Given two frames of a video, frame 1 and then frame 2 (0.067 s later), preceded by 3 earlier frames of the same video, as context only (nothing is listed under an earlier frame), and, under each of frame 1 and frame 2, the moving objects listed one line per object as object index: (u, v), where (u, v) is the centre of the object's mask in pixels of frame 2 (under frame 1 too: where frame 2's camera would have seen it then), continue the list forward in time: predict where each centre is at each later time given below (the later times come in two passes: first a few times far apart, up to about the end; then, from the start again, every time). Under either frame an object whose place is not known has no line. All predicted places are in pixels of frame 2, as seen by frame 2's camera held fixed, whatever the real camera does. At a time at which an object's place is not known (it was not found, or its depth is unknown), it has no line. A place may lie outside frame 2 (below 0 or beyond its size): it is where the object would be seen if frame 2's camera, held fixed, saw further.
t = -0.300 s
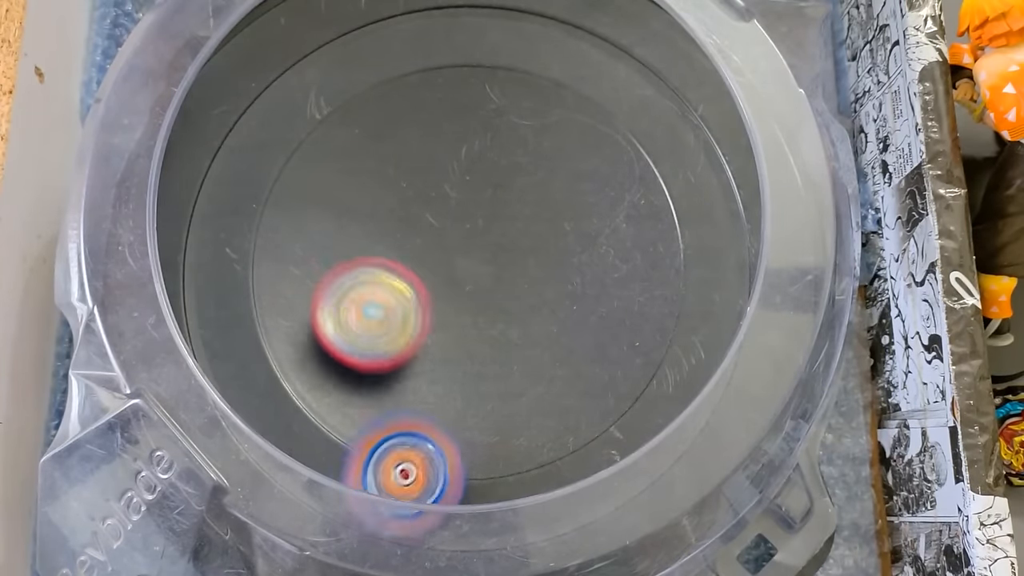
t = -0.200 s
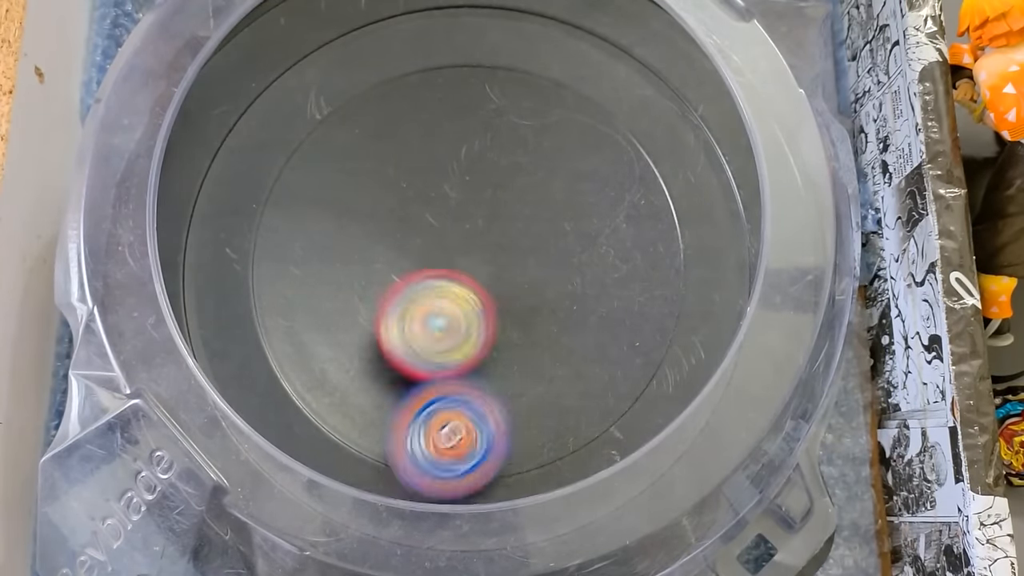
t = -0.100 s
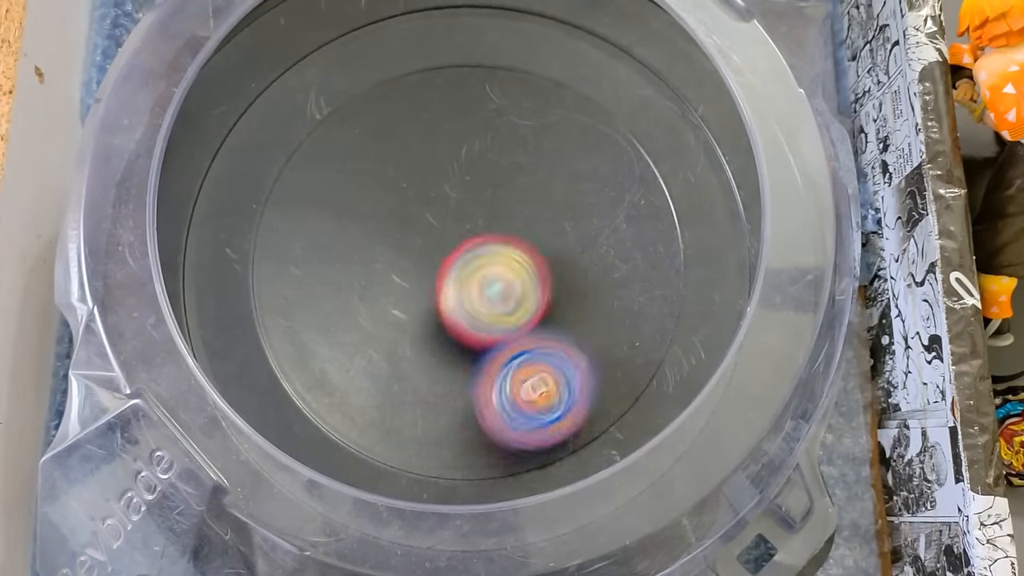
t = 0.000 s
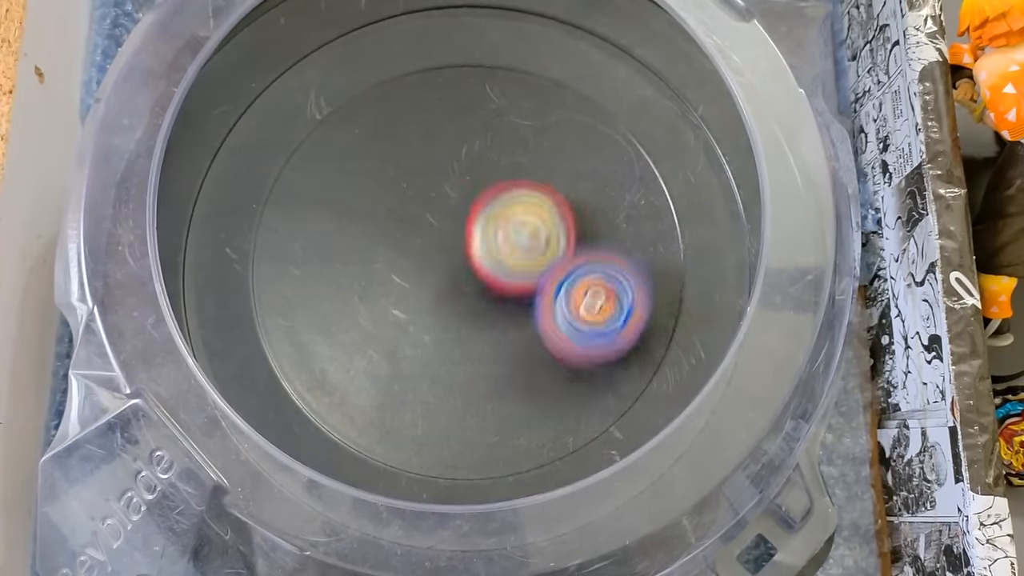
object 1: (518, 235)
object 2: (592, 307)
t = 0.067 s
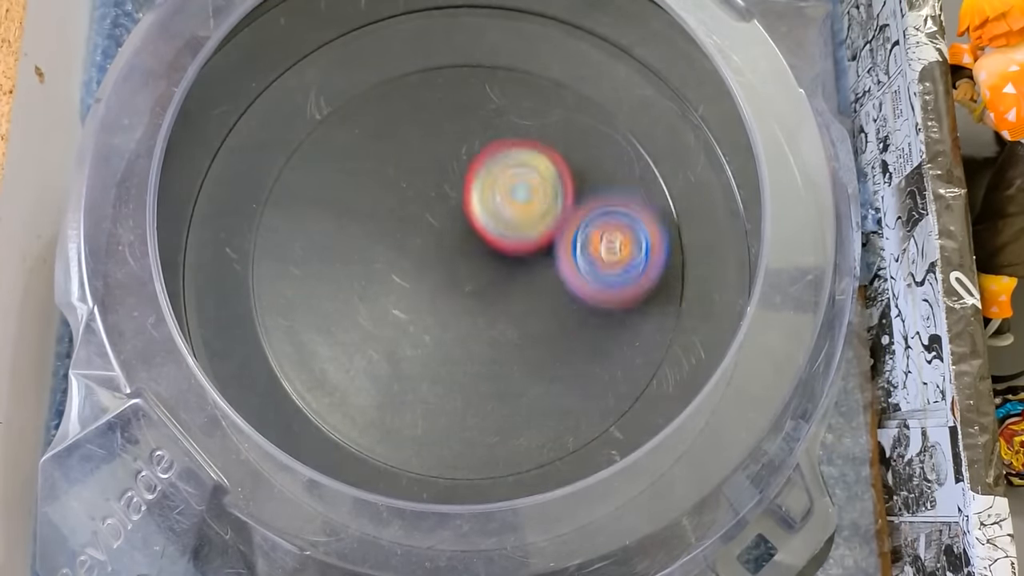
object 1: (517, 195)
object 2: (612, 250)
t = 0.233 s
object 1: (443, 107)
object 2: (601, 172)
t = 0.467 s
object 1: (343, 162)
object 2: (432, 237)
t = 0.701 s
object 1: (399, 282)
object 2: (495, 396)
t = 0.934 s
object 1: (519, 287)
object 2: (615, 343)
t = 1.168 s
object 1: (544, 188)
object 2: (630, 266)
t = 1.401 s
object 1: (465, 121)
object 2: (530, 353)
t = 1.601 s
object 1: (414, 202)
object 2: (472, 401)
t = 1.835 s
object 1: (443, 304)
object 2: (412, 402)
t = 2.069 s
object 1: (536, 301)
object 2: (347, 409)
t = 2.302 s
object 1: (528, 238)
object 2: (364, 310)
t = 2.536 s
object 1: (541, 253)
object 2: (294, 190)
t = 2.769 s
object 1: (512, 238)
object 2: (299, 78)
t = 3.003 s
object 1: (480, 305)
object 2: (396, 32)
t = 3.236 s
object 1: (513, 315)
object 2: (517, 30)
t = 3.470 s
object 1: (454, 269)
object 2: (644, 72)
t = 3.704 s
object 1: (397, 294)
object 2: (715, 180)
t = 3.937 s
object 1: (453, 281)
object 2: (725, 309)
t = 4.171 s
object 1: (451, 208)
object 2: (661, 432)
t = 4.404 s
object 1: (414, 218)
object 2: (538, 505)
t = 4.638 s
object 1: (481, 255)
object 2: (392, 502)
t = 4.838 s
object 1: (534, 228)
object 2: (283, 441)
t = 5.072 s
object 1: (493, 215)
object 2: (225, 319)
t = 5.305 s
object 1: (474, 287)
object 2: (237, 191)
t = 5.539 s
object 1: (520, 319)
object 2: (318, 90)
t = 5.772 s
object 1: (488, 266)
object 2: (438, 48)
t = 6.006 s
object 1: (416, 267)
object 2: (563, 64)
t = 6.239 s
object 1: (424, 305)
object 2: (658, 138)
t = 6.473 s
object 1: (471, 250)
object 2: (698, 251)
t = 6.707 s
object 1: (447, 192)
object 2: (661, 361)
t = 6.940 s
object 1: (438, 238)
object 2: (566, 435)
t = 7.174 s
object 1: (506, 265)
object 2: (478, 395)
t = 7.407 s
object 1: (535, 226)
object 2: (433, 281)
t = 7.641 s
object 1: (585, 191)
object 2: (286, 191)
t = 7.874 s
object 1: (538, 204)
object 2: (367, 202)
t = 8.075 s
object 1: (543, 321)
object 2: (375, 192)
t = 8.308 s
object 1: (521, 385)
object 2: (404, 269)
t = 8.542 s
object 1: (489, 381)
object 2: (409, 277)
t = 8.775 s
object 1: (429, 385)
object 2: (442, 229)
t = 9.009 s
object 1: (442, 320)
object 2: (504, 211)
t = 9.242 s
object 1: (422, 271)
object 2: (526, 217)
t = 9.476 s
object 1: (445, 285)
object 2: (537, 255)
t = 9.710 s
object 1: (446, 285)
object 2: (526, 241)
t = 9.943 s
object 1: (437, 273)
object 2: (525, 228)
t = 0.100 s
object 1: (510, 176)
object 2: (610, 221)
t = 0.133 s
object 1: (492, 149)
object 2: (617, 211)
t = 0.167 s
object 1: (474, 127)
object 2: (618, 200)
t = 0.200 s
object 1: (459, 115)
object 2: (612, 186)
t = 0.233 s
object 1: (443, 107)
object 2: (601, 172)
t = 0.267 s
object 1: (426, 101)
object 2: (585, 161)
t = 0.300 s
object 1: (409, 99)
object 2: (565, 156)
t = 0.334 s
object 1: (393, 101)
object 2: (542, 155)
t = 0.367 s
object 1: (378, 106)
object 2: (517, 160)
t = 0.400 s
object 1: (366, 116)
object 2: (493, 171)
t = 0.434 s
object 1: (350, 148)
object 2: (446, 210)
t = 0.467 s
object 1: (343, 162)
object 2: (432, 237)
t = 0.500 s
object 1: (341, 179)
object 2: (423, 266)
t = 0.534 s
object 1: (343, 199)
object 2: (420, 294)
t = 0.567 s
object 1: (350, 218)
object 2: (424, 322)
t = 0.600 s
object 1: (358, 235)
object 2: (435, 345)
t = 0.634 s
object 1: (369, 253)
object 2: (450, 366)
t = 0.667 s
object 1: (384, 269)
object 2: (474, 386)
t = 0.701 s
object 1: (399, 282)
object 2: (495, 396)
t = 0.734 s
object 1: (417, 293)
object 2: (517, 402)
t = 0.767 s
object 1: (435, 300)
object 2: (541, 403)
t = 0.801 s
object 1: (454, 305)
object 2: (562, 401)
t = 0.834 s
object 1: (474, 307)
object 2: (582, 391)
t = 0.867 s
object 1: (493, 306)
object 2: (596, 375)
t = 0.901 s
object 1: (510, 302)
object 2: (605, 354)
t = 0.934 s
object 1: (519, 287)
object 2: (615, 343)
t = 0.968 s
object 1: (522, 265)
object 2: (630, 341)
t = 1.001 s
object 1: (524, 246)
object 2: (642, 335)
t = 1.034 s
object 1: (527, 230)
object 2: (650, 325)
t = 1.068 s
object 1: (532, 219)
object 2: (652, 312)
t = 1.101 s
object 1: (537, 209)
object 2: (650, 296)
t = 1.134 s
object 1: (542, 198)
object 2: (643, 281)
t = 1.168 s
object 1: (544, 188)
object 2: (630, 266)
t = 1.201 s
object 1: (542, 176)
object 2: (613, 256)
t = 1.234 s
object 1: (533, 149)
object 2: (597, 278)
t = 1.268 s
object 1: (521, 128)
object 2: (584, 301)
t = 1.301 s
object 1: (508, 118)
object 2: (569, 318)
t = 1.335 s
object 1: (494, 115)
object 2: (554, 332)
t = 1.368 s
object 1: (479, 116)
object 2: (541, 342)
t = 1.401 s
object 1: (465, 121)
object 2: (530, 353)
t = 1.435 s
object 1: (452, 130)
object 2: (520, 363)
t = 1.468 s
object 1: (441, 142)
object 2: (511, 373)
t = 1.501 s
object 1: (431, 156)
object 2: (501, 381)
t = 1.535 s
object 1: (423, 171)
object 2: (490, 389)
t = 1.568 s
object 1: (418, 186)
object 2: (481, 396)
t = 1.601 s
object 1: (414, 202)
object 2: (472, 401)
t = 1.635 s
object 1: (412, 219)
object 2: (463, 407)
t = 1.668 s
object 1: (413, 235)
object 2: (454, 410)
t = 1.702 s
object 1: (415, 251)
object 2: (445, 411)
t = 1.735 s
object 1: (419, 266)
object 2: (437, 411)
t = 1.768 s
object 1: (426, 282)
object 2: (428, 409)
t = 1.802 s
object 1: (433, 293)
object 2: (420, 406)
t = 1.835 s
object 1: (443, 304)
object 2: (412, 402)
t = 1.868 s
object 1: (458, 305)
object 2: (397, 406)
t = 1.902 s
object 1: (474, 302)
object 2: (382, 410)
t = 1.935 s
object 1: (488, 301)
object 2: (372, 414)
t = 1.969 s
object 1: (500, 301)
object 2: (362, 418)
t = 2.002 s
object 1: (512, 303)
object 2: (354, 417)
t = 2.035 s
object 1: (524, 303)
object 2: (349, 416)
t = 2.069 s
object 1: (536, 301)
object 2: (347, 409)
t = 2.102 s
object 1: (546, 295)
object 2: (346, 398)
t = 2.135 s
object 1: (554, 287)
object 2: (346, 388)
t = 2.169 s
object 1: (558, 276)
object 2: (346, 375)
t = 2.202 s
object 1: (557, 265)
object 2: (349, 360)
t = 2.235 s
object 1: (551, 254)
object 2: (353, 343)
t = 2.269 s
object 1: (541, 244)
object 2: (358, 327)
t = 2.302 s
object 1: (528, 238)
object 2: (364, 310)
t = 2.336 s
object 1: (513, 235)
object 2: (369, 293)
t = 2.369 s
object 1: (498, 236)
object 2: (376, 277)
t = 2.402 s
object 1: (489, 240)
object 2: (377, 261)
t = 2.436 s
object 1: (508, 247)
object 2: (343, 239)
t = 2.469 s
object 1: (525, 253)
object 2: (321, 220)
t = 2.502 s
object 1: (534, 255)
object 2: (307, 204)
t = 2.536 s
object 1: (541, 253)
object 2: (294, 190)
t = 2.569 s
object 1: (546, 249)
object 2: (287, 174)
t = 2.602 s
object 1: (550, 243)
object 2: (282, 162)
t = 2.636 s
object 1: (549, 238)
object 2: (280, 151)
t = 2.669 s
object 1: (544, 234)
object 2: (282, 136)
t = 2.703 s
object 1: (535, 232)
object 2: (286, 117)
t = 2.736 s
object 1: (523, 234)
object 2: (292, 97)
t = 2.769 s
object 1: (512, 238)
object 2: (299, 78)
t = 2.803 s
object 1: (503, 246)
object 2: (309, 58)
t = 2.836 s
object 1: (494, 255)
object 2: (320, 46)
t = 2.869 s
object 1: (489, 265)
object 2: (333, 40)
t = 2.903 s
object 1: (485, 276)
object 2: (350, 40)
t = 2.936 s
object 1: (482, 286)
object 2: (364, 39)
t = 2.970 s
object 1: (480, 296)
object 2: (379, 36)
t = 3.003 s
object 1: (480, 305)
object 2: (396, 32)
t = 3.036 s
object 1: (483, 314)
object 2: (414, 28)
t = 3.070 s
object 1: (487, 322)
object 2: (435, 26)
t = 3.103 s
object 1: (493, 328)
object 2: (454, 26)
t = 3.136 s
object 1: (501, 330)
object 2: (470, 25)
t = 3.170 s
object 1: (507, 329)
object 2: (485, 28)
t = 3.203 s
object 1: (512, 323)
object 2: (500, 29)
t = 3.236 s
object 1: (513, 315)
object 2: (517, 30)
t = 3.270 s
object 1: (511, 304)
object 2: (537, 32)
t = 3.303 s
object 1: (505, 295)
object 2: (556, 36)
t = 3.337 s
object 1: (498, 287)
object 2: (574, 39)
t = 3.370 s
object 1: (488, 280)
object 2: (593, 45)
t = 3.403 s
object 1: (478, 276)
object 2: (612, 51)
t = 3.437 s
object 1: (466, 271)
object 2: (628, 59)
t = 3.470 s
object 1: (454, 269)
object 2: (644, 72)
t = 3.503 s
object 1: (443, 268)
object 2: (659, 86)
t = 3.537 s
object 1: (431, 268)
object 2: (673, 100)
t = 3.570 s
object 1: (421, 271)
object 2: (685, 115)
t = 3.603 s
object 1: (412, 275)
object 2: (695, 131)
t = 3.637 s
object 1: (404, 280)
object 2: (703, 146)
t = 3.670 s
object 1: (399, 287)
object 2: (709, 163)
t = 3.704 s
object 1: (397, 294)
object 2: (715, 180)
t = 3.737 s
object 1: (400, 301)
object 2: (719, 198)
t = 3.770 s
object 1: (406, 306)
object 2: (722, 216)
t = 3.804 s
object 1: (417, 308)
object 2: (723, 234)
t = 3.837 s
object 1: (429, 305)
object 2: (722, 253)
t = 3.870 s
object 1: (440, 299)
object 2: (720, 271)
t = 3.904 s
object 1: (447, 291)
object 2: (724, 287)
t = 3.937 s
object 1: (453, 281)
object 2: (725, 309)
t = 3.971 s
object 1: (458, 271)
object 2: (721, 328)
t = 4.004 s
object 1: (461, 260)
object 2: (716, 345)
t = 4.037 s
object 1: (462, 248)
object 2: (707, 365)
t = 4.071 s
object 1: (462, 238)
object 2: (698, 384)
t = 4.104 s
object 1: (460, 227)
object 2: (687, 399)
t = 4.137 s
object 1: (456, 216)
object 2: (675, 417)
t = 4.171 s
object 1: (451, 208)
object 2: (661, 432)
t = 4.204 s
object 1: (444, 201)
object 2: (647, 447)
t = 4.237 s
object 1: (436, 195)
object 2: (632, 460)
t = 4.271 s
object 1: (428, 194)
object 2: (614, 472)
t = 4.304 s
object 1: (420, 195)
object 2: (597, 483)
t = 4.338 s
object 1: (415, 199)
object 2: (580, 491)
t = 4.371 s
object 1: (413, 207)
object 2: (559, 498)
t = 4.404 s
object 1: (414, 218)
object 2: (538, 505)
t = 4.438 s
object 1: (419, 228)
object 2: (517, 509)
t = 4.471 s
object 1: (427, 236)
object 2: (495, 512)
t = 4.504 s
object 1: (437, 243)
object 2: (473, 514)
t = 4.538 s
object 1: (448, 248)
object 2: (453, 514)
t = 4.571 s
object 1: (458, 253)
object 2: (431, 513)
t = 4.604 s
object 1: (469, 255)
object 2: (412, 508)
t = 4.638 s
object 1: (481, 255)
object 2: (392, 502)
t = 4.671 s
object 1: (492, 253)
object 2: (370, 496)
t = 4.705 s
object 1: (503, 251)
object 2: (352, 487)
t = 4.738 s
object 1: (512, 247)
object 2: (332, 479)
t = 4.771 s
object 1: (521, 243)
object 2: (314, 467)
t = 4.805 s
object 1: (529, 236)
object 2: (299, 454)
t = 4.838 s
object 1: (534, 228)
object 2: (283, 441)
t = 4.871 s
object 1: (536, 219)
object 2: (270, 425)
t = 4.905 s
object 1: (535, 211)
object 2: (260, 408)
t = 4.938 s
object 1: (530, 205)
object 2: (250, 391)
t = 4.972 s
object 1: (523, 203)
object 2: (241, 375)
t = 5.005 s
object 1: (512, 205)
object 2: (233, 357)
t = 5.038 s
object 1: (503, 208)
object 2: (232, 336)
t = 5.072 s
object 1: (493, 215)
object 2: (225, 319)
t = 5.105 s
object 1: (485, 225)
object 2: (222, 299)
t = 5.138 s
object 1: (480, 235)
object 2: (218, 281)
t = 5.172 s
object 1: (477, 245)
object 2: (218, 262)
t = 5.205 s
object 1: (475, 255)
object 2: (220, 242)
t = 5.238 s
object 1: (473, 266)
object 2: (224, 225)
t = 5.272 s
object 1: (473, 277)
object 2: (229, 207)
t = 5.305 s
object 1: (474, 287)
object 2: (237, 191)
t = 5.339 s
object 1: (478, 297)
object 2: (245, 172)
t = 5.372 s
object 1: (482, 306)
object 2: (253, 157)
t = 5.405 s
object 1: (487, 312)
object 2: (265, 141)
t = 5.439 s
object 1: (494, 319)
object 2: (278, 127)
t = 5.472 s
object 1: (503, 322)
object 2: (289, 114)
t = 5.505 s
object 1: (512, 323)
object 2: (303, 102)
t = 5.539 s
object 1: (520, 319)
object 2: (318, 90)
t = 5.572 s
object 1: (524, 311)
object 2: (333, 80)
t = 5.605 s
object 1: (524, 302)
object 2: (350, 71)
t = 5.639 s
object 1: (522, 292)
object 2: (366, 64)
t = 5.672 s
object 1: (517, 284)
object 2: (385, 58)
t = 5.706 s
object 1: (508, 276)
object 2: (403, 53)
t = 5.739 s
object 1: (498, 269)
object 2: (420, 50)
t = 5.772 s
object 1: (488, 266)
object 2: (438, 48)
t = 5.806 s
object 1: (477, 263)
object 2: (456, 47)
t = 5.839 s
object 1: (467, 260)
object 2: (475, 48)
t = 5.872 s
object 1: (456, 258)
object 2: (493, 49)
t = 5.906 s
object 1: (444, 258)
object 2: (511, 50)
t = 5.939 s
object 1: (434, 261)
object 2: (527, 53)
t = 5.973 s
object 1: (424, 263)
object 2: (545, 56)
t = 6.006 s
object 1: (416, 267)
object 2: (563, 64)
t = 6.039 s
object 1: (408, 272)
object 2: (580, 71)
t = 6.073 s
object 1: (401, 279)
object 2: (594, 80)
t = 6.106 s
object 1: (398, 287)
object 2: (609, 90)
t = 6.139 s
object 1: (400, 295)
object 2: (622, 101)
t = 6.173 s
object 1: (405, 301)
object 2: (636, 113)
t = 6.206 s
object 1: (413, 304)
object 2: (649, 126)
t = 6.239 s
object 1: (424, 305)
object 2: (658, 138)
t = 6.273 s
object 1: (435, 302)
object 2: (668, 152)
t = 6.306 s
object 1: (445, 296)
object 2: (677, 167)
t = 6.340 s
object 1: (453, 288)
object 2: (684, 185)
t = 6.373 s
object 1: (459, 280)
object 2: (690, 199)
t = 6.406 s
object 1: (464, 271)
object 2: (694, 216)
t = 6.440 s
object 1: (468, 261)
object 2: (698, 232)
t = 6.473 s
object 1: (471, 250)
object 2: (698, 251)
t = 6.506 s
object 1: (471, 240)
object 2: (699, 268)
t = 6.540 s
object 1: (471, 229)
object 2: (697, 283)
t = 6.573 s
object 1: (469, 220)
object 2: (692, 301)
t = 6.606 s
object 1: (467, 211)
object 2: (687, 316)
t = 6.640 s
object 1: (461, 202)
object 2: (679, 334)
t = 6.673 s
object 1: (455, 195)
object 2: (672, 346)
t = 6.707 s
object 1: (447, 192)
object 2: (661, 361)
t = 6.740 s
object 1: (439, 191)
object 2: (651, 376)
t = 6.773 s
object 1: (432, 193)
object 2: (640, 387)
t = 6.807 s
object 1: (427, 200)
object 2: (626, 399)
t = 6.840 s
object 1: (424, 210)
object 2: (613, 410)
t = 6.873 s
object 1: (427, 220)
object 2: (599, 421)
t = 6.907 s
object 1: (431, 230)
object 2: (586, 432)
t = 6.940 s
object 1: (438, 238)
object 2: (566, 435)
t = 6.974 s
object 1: (445, 246)
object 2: (550, 441)
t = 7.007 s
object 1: (454, 254)
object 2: (537, 441)
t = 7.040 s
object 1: (465, 258)
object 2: (524, 439)
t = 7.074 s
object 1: (474, 260)
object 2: (514, 430)
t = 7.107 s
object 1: (484, 263)
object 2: (503, 419)
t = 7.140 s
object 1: (495, 265)
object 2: (489, 408)
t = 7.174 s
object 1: (506, 265)
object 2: (478, 395)
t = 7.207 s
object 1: (515, 263)
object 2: (470, 382)
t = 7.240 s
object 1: (524, 259)
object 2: (460, 364)
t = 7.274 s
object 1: (532, 256)
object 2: (451, 350)
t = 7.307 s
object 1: (538, 249)
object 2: (445, 334)
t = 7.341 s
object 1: (541, 240)
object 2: (440, 314)
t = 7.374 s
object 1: (540, 233)
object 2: (436, 297)
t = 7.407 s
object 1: (535, 226)
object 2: (433, 281)
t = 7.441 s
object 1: (530, 223)
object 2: (429, 264)
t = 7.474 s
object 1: (549, 216)
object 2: (393, 246)
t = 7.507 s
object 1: (564, 210)
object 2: (354, 225)
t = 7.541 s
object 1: (572, 206)
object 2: (320, 212)
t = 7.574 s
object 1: (578, 200)
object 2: (305, 199)
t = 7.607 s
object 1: (582, 195)
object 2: (290, 190)
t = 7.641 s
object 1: (585, 191)
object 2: (286, 191)
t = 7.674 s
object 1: (585, 187)
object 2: (291, 193)
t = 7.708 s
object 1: (581, 185)
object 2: (296, 193)
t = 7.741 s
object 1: (575, 186)
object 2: (306, 194)
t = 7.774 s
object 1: (567, 189)
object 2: (316, 193)
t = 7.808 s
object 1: (557, 194)
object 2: (333, 194)
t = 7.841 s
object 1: (548, 199)
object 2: (350, 196)
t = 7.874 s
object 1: (538, 204)
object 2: (367, 202)
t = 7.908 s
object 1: (528, 211)
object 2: (385, 207)
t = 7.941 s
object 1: (520, 217)
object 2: (402, 216)
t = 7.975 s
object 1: (520, 228)
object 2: (406, 215)
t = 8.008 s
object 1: (527, 258)
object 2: (389, 205)
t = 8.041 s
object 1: (539, 292)
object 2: (379, 194)
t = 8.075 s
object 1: (543, 321)
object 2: (375, 192)
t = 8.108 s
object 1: (540, 344)
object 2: (376, 193)
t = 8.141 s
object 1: (540, 364)
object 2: (382, 200)
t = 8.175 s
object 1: (536, 376)
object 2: (389, 212)
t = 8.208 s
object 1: (532, 383)
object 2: (393, 231)
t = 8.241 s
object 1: (528, 385)
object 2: (396, 244)
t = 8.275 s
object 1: (525, 386)
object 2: (400, 256)
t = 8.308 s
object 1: (521, 385)
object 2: (404, 269)
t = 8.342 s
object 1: (518, 382)
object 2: (405, 278)
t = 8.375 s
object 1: (516, 379)
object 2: (408, 285)
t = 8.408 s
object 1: (512, 376)
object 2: (410, 295)
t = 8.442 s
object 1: (509, 372)
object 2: (413, 304)
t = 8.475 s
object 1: (504, 370)
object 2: (415, 310)
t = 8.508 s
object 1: (496, 375)
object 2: (413, 292)
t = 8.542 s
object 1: (489, 381)
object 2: (409, 277)
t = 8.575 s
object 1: (478, 388)
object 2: (410, 263)
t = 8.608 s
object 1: (465, 390)
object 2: (415, 254)
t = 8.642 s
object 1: (450, 391)
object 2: (420, 248)
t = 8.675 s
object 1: (439, 392)
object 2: (425, 243)
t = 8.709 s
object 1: (433, 391)
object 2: (429, 238)
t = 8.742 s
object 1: (429, 389)
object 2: (436, 234)
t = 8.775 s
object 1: (429, 385)
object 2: (442, 229)
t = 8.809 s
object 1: (432, 381)
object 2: (450, 223)
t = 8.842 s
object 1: (435, 374)
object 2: (457, 218)
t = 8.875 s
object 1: (440, 368)
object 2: (466, 218)
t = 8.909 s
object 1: (444, 360)
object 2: (477, 215)
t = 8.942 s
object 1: (444, 348)
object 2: (486, 212)
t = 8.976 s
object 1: (445, 336)
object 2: (494, 212)
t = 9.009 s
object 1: (442, 320)
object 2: (504, 211)
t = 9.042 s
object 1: (438, 305)
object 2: (509, 209)
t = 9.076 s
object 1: (433, 292)
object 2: (516, 210)
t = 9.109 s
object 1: (428, 282)
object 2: (520, 210)
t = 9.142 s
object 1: (423, 275)
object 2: (523, 211)
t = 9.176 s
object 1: (421, 272)
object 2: (524, 213)
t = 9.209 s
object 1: (421, 271)
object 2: (525, 215)
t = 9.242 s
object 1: (422, 271)
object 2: (526, 217)
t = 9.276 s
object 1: (425, 270)
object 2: (527, 220)
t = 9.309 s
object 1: (429, 271)
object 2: (528, 225)
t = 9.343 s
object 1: (433, 272)
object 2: (529, 231)
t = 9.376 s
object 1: (437, 274)
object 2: (531, 238)
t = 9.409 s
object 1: (441, 278)
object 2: (532, 245)
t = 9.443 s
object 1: (445, 282)
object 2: (534, 251)
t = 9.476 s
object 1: (445, 285)
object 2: (537, 255)
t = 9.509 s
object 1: (446, 288)
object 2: (538, 257)
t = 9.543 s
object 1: (446, 289)
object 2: (539, 258)
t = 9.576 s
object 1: (446, 290)
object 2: (538, 257)
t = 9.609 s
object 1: (446, 290)
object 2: (535, 255)
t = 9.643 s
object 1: (446, 289)
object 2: (532, 252)
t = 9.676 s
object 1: (446, 288)
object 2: (528, 247)
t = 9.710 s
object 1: (446, 285)
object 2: (526, 241)
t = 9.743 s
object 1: (445, 283)
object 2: (525, 235)
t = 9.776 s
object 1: (444, 279)
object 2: (525, 229)
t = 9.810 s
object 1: (442, 276)
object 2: (526, 225)
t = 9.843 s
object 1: (439, 274)
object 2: (527, 223)
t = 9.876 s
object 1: (438, 273)
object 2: (527, 223)
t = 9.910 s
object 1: (437, 273)
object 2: (526, 224)
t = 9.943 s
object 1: (437, 273)
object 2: (525, 228)
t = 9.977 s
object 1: (438, 273)
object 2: (524, 233)
